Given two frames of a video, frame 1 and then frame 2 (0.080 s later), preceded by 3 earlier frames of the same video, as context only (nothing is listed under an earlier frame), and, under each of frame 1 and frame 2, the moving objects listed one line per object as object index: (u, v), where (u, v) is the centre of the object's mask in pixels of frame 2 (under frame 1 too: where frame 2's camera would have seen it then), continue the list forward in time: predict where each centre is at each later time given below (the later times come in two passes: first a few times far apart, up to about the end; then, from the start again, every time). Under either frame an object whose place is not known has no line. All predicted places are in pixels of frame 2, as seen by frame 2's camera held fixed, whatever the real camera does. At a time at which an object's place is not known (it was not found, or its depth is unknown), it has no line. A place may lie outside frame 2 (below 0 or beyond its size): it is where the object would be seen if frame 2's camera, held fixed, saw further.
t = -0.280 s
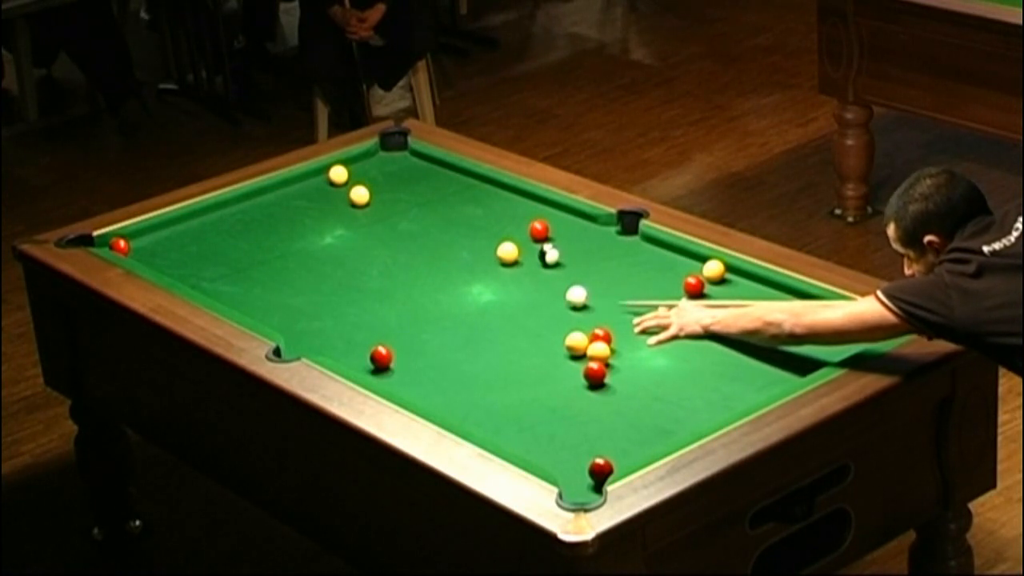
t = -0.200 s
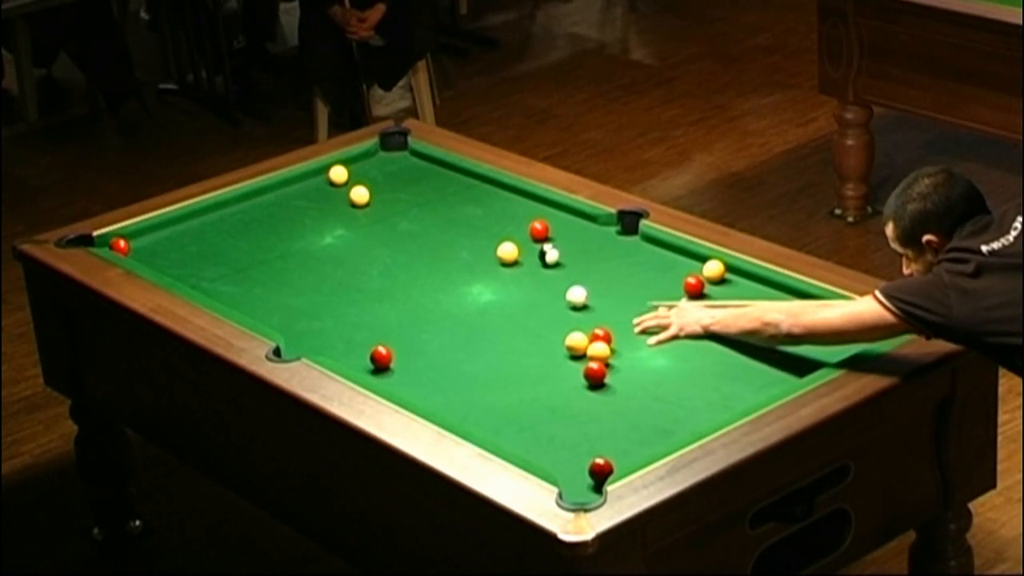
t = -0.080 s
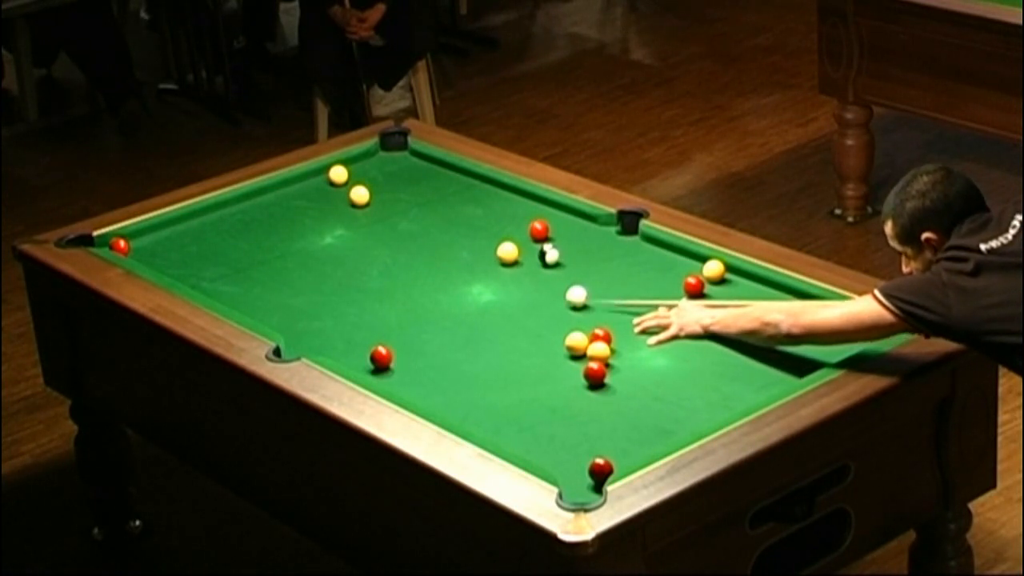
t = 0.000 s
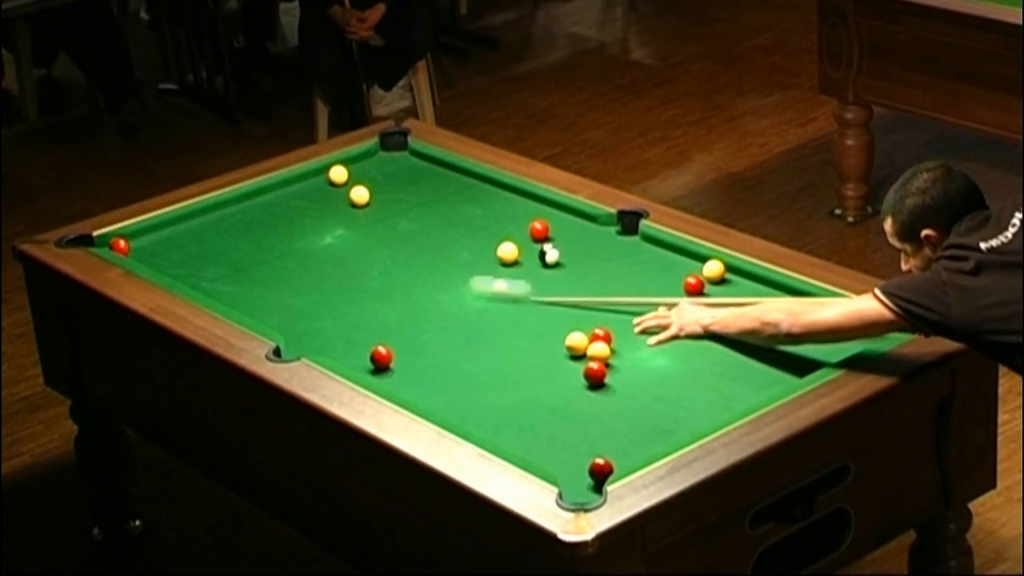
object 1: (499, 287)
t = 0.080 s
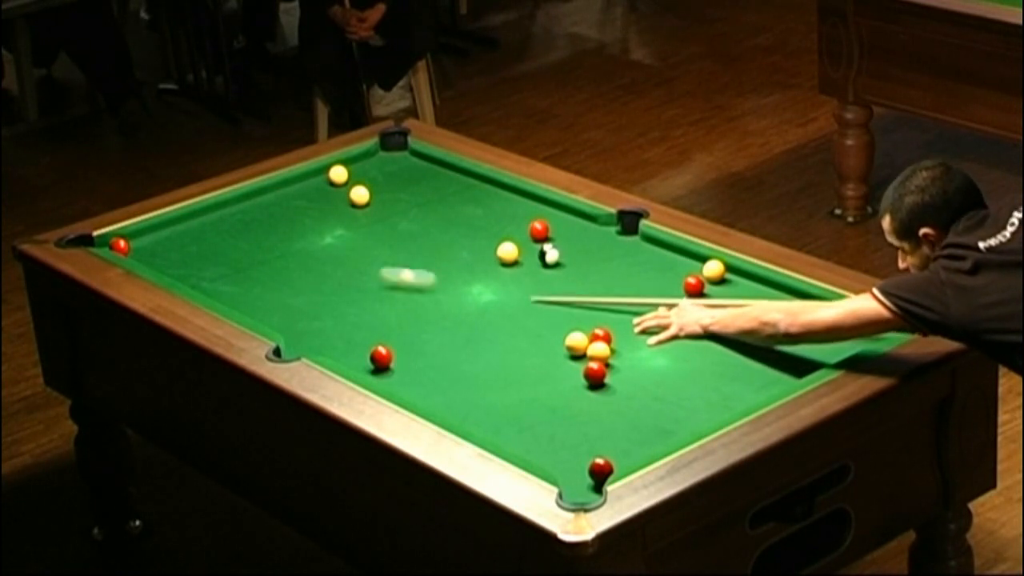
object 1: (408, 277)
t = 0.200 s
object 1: (285, 264)
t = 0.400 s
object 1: (139, 249)
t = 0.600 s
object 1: (154, 249)
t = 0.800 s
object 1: (169, 248)
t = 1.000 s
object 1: (182, 248)
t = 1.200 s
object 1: (194, 247)
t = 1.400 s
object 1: (204, 247)
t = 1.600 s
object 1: (212, 247)
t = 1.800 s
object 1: (219, 246)
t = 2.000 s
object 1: (225, 246)
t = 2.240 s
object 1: (230, 246)
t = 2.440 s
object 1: (233, 246)
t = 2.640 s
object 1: (234, 246)
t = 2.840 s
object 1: (233, 246)
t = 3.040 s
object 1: (233, 246)
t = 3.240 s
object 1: (233, 246)
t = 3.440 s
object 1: (233, 246)
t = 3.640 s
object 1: (233, 246)
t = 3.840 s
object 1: (233, 246)
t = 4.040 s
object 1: (233, 245)
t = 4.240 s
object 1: (233, 246)
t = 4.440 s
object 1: (233, 246)
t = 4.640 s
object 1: (233, 246)
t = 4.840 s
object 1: (233, 246)
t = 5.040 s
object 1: (233, 246)
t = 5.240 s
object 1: (233, 246)
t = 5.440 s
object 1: (233, 246)
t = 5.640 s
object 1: (233, 245)
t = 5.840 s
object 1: (233, 245)
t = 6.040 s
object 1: (233, 245)
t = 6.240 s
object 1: (233, 245)
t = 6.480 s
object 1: (233, 245)
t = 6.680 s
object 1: (233, 245)
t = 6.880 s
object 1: (233, 245)
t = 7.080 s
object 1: (233, 245)
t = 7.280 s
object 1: (233, 245)
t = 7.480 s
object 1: (233, 245)
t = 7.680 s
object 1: (233, 245)
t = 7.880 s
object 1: (233, 245)
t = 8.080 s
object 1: (233, 245)
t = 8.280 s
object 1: (233, 246)
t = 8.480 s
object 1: (233, 246)
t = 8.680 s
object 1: (233, 246)
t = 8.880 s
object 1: (233, 246)
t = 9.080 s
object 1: (233, 246)
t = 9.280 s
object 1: (233, 246)
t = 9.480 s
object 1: (233, 246)
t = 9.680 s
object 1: (233, 246)
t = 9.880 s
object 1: (233, 246)
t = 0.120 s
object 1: (365, 273)
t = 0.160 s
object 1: (324, 268)
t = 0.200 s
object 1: (285, 264)
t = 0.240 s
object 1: (248, 261)
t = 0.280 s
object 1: (214, 257)
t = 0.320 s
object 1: (181, 254)
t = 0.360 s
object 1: (150, 251)
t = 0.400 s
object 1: (139, 249)
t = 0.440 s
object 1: (141, 249)
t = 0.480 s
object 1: (145, 249)
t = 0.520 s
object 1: (148, 249)
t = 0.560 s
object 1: (151, 249)
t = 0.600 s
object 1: (154, 249)
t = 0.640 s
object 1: (157, 249)
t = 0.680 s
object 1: (160, 249)
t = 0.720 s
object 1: (163, 248)
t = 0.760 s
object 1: (166, 248)
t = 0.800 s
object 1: (169, 248)
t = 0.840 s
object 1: (171, 248)
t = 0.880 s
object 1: (174, 248)
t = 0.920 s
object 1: (177, 248)
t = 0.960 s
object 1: (179, 248)
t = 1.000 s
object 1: (182, 248)
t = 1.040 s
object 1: (184, 248)
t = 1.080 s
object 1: (187, 248)
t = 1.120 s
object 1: (189, 247)
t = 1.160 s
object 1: (191, 247)
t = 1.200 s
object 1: (194, 247)
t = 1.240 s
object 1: (196, 247)
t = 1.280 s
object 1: (198, 247)
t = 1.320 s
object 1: (200, 247)
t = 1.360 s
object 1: (202, 247)
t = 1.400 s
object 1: (204, 247)
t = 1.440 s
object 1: (206, 247)
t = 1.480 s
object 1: (207, 247)
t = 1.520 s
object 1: (209, 247)
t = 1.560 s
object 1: (211, 247)
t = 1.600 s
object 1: (212, 247)
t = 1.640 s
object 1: (214, 247)
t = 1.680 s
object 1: (215, 247)
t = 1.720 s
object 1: (217, 247)
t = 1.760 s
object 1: (218, 247)
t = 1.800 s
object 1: (219, 246)
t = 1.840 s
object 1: (221, 246)
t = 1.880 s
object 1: (222, 246)
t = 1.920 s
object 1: (223, 246)
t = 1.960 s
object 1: (224, 246)
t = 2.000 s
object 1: (225, 246)
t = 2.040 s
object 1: (226, 246)
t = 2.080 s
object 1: (227, 246)
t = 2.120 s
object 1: (228, 246)
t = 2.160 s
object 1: (229, 246)
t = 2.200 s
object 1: (230, 246)
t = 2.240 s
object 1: (230, 246)
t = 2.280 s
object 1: (231, 246)
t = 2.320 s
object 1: (232, 246)
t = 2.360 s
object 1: (232, 246)
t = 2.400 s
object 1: (233, 246)
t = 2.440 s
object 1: (233, 246)
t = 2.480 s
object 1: (233, 246)
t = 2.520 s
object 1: (233, 246)
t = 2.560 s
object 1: (234, 246)
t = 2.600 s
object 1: (234, 246)
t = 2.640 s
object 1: (234, 246)
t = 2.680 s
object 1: (234, 246)
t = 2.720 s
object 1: (233, 246)
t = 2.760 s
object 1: (233, 246)
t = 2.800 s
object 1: (233, 246)
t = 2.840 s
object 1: (233, 246)
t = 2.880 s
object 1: (233, 246)
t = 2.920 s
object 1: (233, 246)
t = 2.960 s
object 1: (233, 246)
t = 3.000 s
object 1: (233, 246)
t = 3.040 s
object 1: (233, 246)
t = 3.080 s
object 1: (233, 246)
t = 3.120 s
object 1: (233, 246)
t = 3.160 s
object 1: (233, 246)
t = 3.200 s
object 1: (233, 246)
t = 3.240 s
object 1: (233, 246)
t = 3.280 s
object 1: (233, 246)
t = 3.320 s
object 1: (233, 246)
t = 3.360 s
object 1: (233, 246)
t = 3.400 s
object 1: (233, 246)
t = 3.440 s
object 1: (233, 246)
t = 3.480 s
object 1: (233, 246)
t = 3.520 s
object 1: (233, 246)
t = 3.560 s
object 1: (233, 246)
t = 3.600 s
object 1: (233, 246)
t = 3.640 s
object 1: (233, 246)
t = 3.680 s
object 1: (233, 246)
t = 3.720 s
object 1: (233, 246)
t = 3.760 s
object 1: (233, 246)
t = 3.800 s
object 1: (234, 245)
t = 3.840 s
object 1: (233, 246)
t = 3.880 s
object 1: (233, 246)
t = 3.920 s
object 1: (233, 246)
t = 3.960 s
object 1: (233, 246)
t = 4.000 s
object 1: (233, 246)
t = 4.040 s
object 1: (233, 245)
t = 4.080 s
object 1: (233, 246)
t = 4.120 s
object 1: (233, 246)
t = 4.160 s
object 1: (233, 246)
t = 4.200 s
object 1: (233, 246)
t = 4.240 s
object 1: (233, 246)
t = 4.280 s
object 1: (233, 246)
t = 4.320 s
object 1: (233, 246)
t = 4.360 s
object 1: (233, 246)
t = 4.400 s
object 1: (233, 246)
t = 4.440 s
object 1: (233, 246)
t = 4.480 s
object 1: (233, 246)
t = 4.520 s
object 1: (233, 246)
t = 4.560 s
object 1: (233, 246)
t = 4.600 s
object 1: (233, 246)
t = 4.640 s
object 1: (233, 246)
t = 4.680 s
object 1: (233, 246)
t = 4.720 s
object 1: (233, 246)
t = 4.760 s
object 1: (233, 246)
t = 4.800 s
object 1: (233, 246)
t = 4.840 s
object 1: (233, 246)
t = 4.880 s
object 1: (233, 246)
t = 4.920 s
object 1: (233, 246)
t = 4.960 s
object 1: (233, 246)
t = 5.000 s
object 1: (233, 246)
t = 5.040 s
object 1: (233, 246)
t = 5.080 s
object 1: (233, 246)
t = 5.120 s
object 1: (233, 246)
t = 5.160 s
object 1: (233, 246)
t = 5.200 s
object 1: (233, 246)
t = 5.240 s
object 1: (233, 246)
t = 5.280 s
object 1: (233, 246)
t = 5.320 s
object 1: (233, 246)
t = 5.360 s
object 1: (233, 246)
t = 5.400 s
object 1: (233, 246)
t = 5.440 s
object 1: (233, 246)
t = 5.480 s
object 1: (233, 245)
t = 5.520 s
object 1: (233, 245)
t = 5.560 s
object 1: (233, 245)
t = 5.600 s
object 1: (233, 245)
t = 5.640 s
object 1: (233, 245)
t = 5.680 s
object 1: (233, 245)
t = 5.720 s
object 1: (233, 245)
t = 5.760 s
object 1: (233, 245)
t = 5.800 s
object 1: (233, 245)
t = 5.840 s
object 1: (233, 245)
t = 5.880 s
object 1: (233, 245)
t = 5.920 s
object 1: (233, 245)
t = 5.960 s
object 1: (233, 245)
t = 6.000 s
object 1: (233, 245)
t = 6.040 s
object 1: (233, 245)
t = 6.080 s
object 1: (233, 245)
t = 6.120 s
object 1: (233, 245)
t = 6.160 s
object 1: (233, 245)
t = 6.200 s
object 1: (233, 245)
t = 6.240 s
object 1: (233, 245)
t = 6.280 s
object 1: (233, 245)
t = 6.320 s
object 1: (233, 245)
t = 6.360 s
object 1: (233, 245)
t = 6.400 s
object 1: (233, 245)
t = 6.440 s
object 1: (233, 245)
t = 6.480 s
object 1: (233, 245)
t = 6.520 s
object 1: (233, 245)
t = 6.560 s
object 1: (233, 245)
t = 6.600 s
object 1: (233, 245)
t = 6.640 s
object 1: (233, 245)
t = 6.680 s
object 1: (233, 245)
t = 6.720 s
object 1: (233, 245)
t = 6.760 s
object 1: (233, 245)
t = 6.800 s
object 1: (233, 245)
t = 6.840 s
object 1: (233, 245)
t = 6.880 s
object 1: (233, 245)
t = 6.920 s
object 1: (233, 245)
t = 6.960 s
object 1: (233, 245)
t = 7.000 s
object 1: (233, 245)
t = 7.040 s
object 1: (233, 245)
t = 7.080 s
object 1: (233, 245)
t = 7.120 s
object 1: (233, 245)
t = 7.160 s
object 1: (233, 245)
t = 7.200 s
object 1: (233, 245)
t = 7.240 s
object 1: (233, 245)
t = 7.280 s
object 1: (233, 245)
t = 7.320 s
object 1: (233, 245)
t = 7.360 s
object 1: (233, 245)
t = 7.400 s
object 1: (233, 245)
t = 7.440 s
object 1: (233, 245)
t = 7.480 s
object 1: (233, 245)
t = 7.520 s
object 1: (233, 245)
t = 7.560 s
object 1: (233, 245)
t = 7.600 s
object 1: (233, 245)
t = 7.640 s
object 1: (233, 245)
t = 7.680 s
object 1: (233, 245)
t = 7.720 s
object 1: (233, 245)
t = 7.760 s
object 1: (233, 245)
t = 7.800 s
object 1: (233, 245)
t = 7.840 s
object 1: (233, 245)
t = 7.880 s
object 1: (233, 245)
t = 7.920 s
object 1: (233, 245)
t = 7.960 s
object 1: (233, 246)
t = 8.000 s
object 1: (233, 245)
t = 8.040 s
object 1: (233, 245)
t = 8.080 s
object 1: (233, 245)
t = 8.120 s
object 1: (233, 245)
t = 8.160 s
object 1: (233, 246)
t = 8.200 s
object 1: (233, 246)
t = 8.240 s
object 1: (233, 245)
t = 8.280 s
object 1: (233, 246)
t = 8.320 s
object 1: (233, 245)
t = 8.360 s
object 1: (233, 245)
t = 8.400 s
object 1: (233, 245)
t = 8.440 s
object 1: (233, 245)
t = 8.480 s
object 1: (233, 246)
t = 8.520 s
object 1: (233, 246)
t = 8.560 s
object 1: (233, 246)
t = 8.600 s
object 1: (233, 246)
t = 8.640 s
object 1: (233, 246)
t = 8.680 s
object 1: (233, 246)
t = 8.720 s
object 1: (233, 246)
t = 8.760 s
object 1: (233, 246)
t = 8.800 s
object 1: (233, 246)
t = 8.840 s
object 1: (233, 246)
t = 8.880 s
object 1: (233, 246)
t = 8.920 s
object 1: (233, 246)
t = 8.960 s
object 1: (233, 246)
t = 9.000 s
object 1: (233, 246)
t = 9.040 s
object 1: (233, 246)
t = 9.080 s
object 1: (233, 246)
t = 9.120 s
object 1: (233, 246)
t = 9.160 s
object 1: (233, 246)
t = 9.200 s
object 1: (233, 246)
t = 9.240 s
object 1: (233, 246)
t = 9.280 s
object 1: (233, 246)
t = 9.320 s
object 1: (233, 246)
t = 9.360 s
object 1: (233, 246)
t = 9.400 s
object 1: (233, 246)
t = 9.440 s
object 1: (233, 246)
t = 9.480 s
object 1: (233, 246)
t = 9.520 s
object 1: (233, 246)
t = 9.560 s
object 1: (233, 246)
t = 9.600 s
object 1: (233, 246)
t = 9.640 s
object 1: (233, 246)
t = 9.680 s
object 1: (233, 246)
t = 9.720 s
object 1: (233, 246)
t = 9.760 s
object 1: (233, 246)
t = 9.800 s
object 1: (233, 246)
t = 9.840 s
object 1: (233, 246)
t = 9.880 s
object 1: (233, 246)
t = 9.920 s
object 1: (233, 246)
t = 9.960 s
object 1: (233, 246)
